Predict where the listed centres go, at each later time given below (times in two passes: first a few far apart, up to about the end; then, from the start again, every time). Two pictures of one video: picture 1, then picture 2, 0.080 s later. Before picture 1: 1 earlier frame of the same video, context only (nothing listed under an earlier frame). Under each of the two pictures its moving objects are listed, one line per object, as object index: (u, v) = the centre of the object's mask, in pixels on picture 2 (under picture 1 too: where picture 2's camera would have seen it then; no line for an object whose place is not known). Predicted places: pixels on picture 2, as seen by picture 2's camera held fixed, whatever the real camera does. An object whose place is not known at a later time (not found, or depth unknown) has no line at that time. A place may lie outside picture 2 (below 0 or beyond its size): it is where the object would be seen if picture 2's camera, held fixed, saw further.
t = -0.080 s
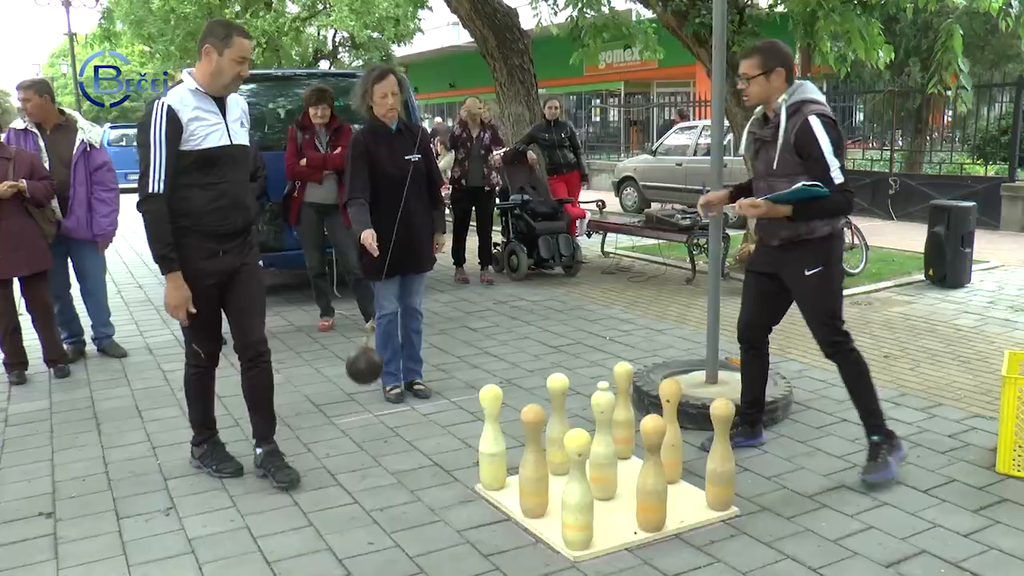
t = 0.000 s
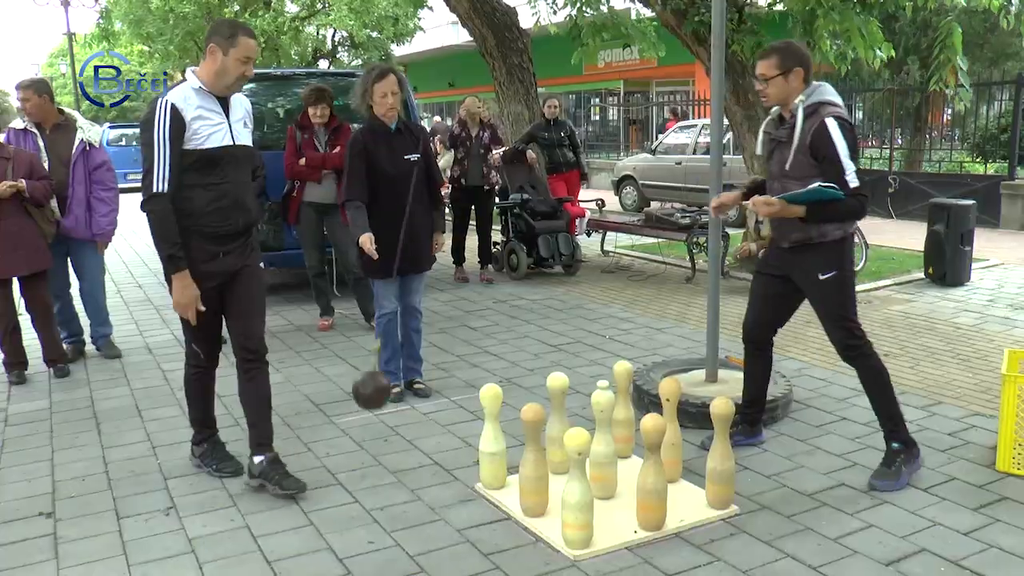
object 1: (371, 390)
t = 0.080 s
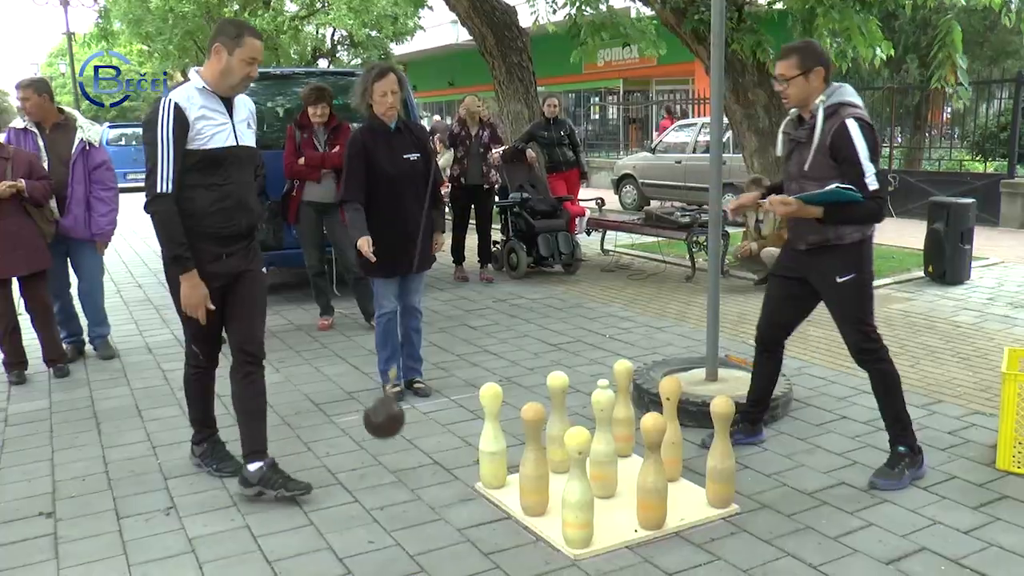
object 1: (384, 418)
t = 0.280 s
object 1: (444, 483)
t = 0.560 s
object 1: (604, 530)
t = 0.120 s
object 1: (393, 430)
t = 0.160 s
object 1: (403, 443)
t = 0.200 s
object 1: (414, 457)
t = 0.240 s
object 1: (428, 471)
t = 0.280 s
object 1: (444, 483)
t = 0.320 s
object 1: (461, 493)
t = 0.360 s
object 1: (480, 503)
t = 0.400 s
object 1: (502, 512)
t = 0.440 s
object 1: (525, 518)
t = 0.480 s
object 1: (550, 523)
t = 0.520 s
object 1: (576, 528)
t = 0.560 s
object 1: (604, 530)
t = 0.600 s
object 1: (632, 528)
